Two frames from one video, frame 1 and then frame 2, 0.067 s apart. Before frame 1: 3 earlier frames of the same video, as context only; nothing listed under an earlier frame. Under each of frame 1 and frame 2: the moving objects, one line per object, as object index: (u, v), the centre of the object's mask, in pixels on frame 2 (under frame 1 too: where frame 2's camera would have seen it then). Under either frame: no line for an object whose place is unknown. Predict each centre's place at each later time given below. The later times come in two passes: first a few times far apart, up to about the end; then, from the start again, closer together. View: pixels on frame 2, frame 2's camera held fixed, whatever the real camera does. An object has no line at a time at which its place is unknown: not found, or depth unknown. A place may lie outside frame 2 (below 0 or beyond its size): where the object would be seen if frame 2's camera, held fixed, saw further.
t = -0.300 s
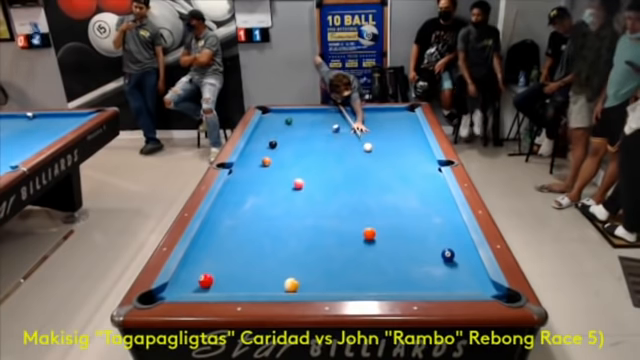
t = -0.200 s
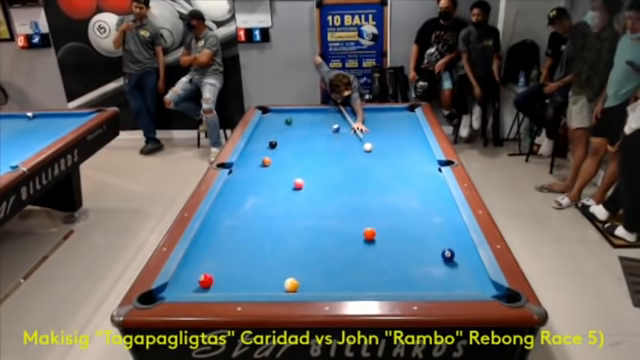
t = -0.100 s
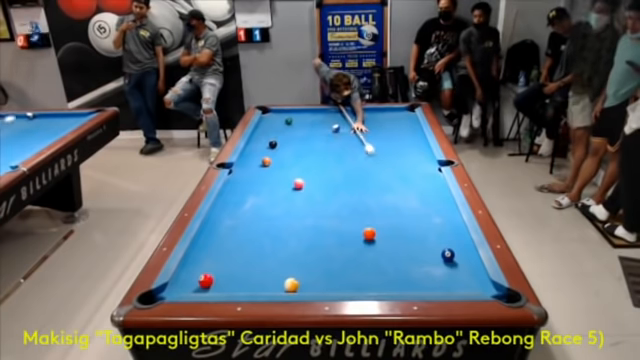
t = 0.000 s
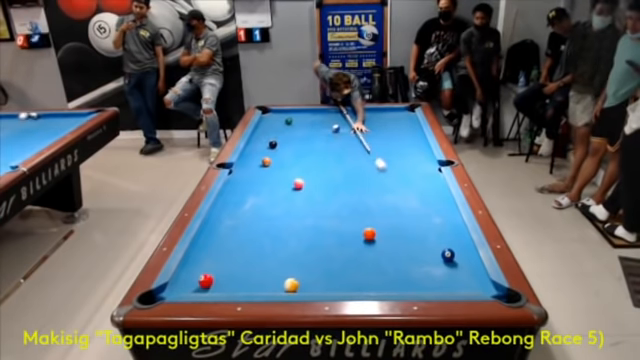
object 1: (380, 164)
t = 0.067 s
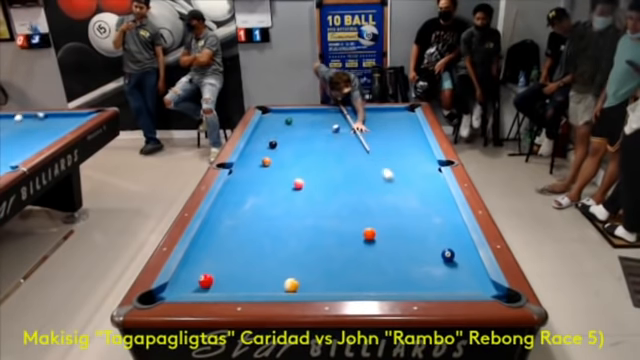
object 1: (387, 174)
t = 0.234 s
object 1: (409, 204)
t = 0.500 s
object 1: (434, 251)
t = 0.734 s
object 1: (428, 273)
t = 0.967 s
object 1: (420, 285)
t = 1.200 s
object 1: (410, 273)
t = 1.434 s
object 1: (403, 263)
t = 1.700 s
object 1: (393, 250)
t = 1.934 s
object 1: (387, 242)
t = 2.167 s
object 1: (382, 234)
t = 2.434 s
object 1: (382, 228)
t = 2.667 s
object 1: (381, 223)
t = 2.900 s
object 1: (381, 219)
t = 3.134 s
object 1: (382, 215)
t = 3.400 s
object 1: (382, 212)
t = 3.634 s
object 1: (381, 210)
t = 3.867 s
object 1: (380, 208)
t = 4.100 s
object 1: (380, 206)
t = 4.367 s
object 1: (380, 206)
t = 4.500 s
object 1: (380, 205)
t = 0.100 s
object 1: (391, 180)
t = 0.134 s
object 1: (395, 185)
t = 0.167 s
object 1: (399, 191)
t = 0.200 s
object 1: (403, 197)
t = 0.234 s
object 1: (409, 204)
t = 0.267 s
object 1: (413, 210)
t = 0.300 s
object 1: (418, 218)
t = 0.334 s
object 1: (424, 226)
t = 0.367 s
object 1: (430, 234)
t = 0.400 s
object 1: (435, 242)
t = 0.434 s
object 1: (439, 248)
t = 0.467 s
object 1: (437, 250)
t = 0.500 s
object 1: (434, 251)
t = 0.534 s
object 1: (433, 254)
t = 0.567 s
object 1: (432, 256)
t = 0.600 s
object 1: (431, 259)
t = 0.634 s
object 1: (430, 263)
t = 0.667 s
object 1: (429, 266)
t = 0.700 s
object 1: (428, 269)
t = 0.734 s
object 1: (428, 273)
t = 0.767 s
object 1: (427, 276)
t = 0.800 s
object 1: (427, 280)
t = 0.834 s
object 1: (425, 283)
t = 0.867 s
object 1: (425, 286)
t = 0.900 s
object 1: (423, 288)
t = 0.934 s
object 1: (422, 286)
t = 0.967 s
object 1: (420, 285)
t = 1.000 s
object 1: (419, 283)
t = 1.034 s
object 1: (417, 282)
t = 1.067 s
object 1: (416, 280)
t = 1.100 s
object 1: (415, 278)
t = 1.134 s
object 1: (413, 276)
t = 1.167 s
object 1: (412, 275)
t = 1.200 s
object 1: (410, 273)
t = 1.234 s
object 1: (409, 271)
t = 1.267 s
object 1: (408, 269)
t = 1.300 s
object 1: (407, 268)
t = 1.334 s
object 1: (405, 266)
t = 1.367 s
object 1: (404, 265)
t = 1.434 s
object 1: (403, 263)
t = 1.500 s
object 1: (401, 260)
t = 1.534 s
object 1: (399, 257)
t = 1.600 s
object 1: (396, 254)
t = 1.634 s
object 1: (395, 253)
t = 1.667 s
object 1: (394, 252)
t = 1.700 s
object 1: (393, 250)
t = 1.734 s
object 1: (392, 249)
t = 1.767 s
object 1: (391, 248)
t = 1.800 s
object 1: (390, 247)
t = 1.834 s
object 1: (390, 245)
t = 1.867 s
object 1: (388, 244)
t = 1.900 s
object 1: (388, 243)
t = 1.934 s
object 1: (387, 242)
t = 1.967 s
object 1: (386, 241)
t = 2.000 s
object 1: (385, 240)
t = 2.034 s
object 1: (384, 238)
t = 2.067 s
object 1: (383, 237)
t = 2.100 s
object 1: (382, 236)
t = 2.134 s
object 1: (382, 235)
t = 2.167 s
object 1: (382, 234)
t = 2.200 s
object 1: (381, 233)
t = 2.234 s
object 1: (381, 233)
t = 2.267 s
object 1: (381, 232)
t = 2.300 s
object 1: (382, 231)
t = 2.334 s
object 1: (382, 230)
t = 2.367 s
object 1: (382, 230)
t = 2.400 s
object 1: (382, 229)
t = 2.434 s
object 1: (382, 228)
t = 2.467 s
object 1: (382, 227)
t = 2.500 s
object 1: (382, 227)
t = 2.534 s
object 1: (382, 226)
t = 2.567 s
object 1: (382, 225)
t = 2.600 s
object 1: (381, 225)
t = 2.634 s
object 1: (382, 224)
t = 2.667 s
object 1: (381, 223)
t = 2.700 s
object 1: (382, 223)
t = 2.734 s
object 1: (382, 222)
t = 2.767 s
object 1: (382, 222)
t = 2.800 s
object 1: (382, 221)
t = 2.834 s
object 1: (382, 220)
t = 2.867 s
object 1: (382, 219)
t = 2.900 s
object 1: (381, 219)
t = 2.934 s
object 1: (382, 219)
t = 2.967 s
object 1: (382, 218)
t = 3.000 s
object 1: (382, 218)
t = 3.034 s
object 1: (382, 217)
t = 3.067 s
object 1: (382, 216)
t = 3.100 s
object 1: (382, 216)
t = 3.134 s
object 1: (382, 215)
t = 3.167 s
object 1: (381, 215)
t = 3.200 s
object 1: (382, 215)
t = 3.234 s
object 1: (382, 214)
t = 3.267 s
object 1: (382, 214)
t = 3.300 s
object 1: (382, 213)
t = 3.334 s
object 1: (382, 213)
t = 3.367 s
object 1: (382, 213)
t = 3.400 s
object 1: (382, 212)
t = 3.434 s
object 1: (381, 212)
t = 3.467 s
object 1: (381, 211)
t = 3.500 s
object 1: (381, 211)
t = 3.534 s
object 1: (381, 211)
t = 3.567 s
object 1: (381, 210)
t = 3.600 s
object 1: (381, 210)
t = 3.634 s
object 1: (381, 210)
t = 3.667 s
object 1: (381, 210)
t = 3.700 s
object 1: (381, 209)
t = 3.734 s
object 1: (381, 209)
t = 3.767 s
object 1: (381, 209)
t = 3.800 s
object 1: (381, 209)
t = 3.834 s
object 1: (380, 208)
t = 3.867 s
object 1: (380, 208)
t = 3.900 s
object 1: (380, 208)
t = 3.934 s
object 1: (380, 208)
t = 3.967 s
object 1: (380, 207)
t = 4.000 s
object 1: (380, 207)
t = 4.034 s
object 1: (380, 207)
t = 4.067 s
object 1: (380, 207)
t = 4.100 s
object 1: (380, 206)
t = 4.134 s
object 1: (380, 206)
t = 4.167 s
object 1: (380, 206)
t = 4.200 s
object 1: (380, 206)
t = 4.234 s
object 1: (380, 206)
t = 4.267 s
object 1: (380, 206)
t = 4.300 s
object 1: (380, 206)
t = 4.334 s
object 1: (380, 206)
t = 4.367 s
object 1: (380, 206)
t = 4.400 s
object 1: (380, 205)
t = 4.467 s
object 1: (380, 205)
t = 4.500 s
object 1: (380, 205)
